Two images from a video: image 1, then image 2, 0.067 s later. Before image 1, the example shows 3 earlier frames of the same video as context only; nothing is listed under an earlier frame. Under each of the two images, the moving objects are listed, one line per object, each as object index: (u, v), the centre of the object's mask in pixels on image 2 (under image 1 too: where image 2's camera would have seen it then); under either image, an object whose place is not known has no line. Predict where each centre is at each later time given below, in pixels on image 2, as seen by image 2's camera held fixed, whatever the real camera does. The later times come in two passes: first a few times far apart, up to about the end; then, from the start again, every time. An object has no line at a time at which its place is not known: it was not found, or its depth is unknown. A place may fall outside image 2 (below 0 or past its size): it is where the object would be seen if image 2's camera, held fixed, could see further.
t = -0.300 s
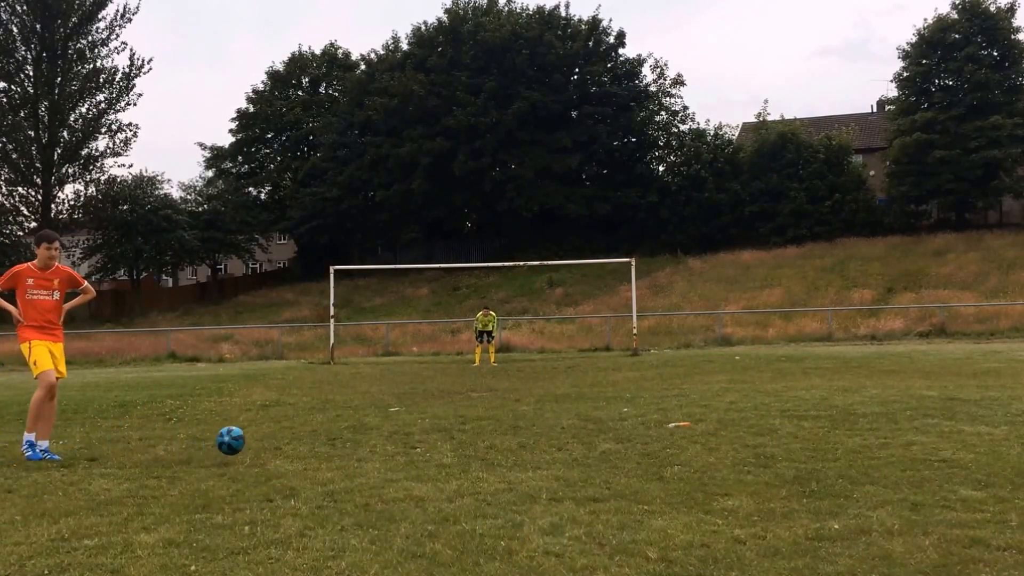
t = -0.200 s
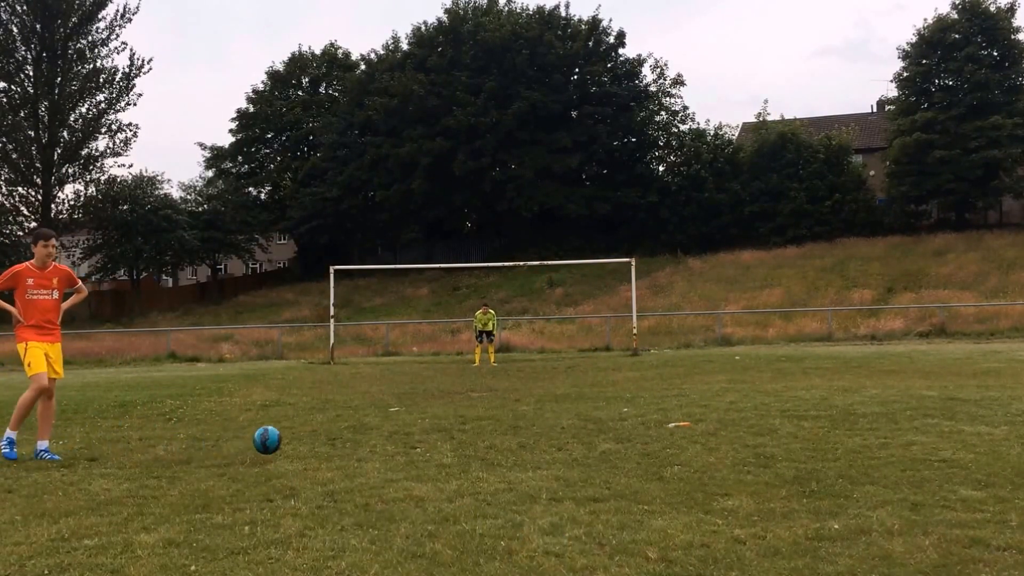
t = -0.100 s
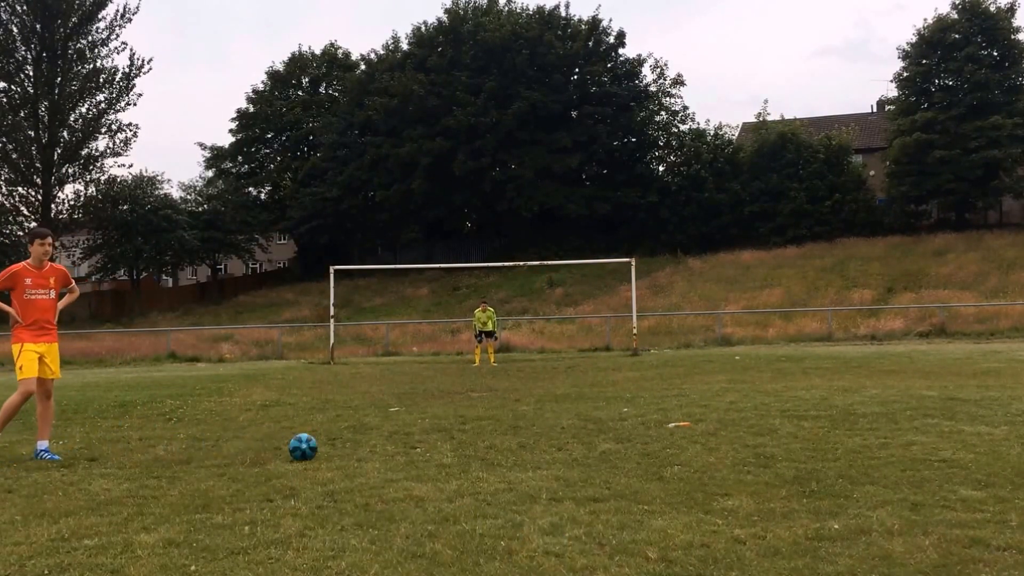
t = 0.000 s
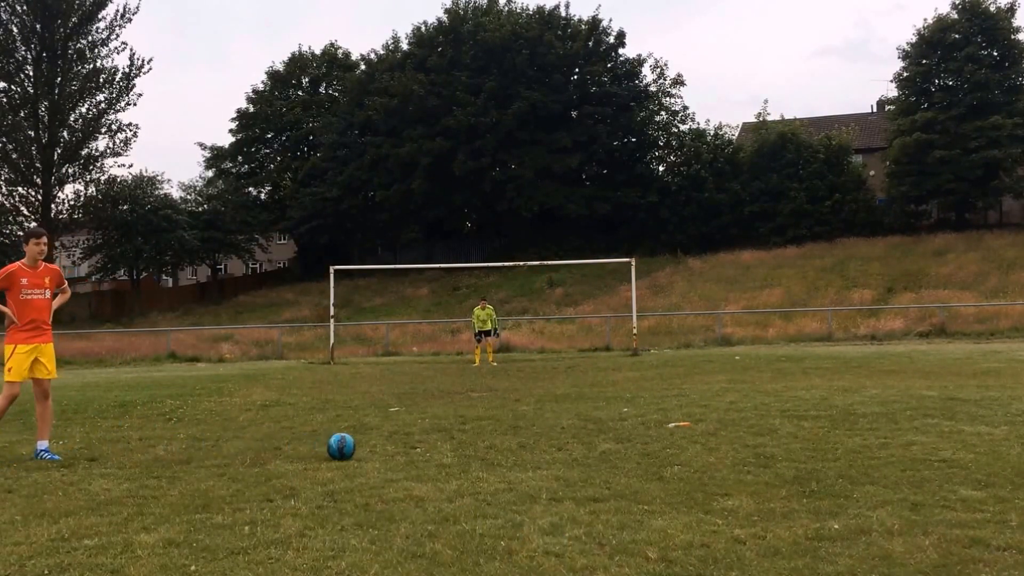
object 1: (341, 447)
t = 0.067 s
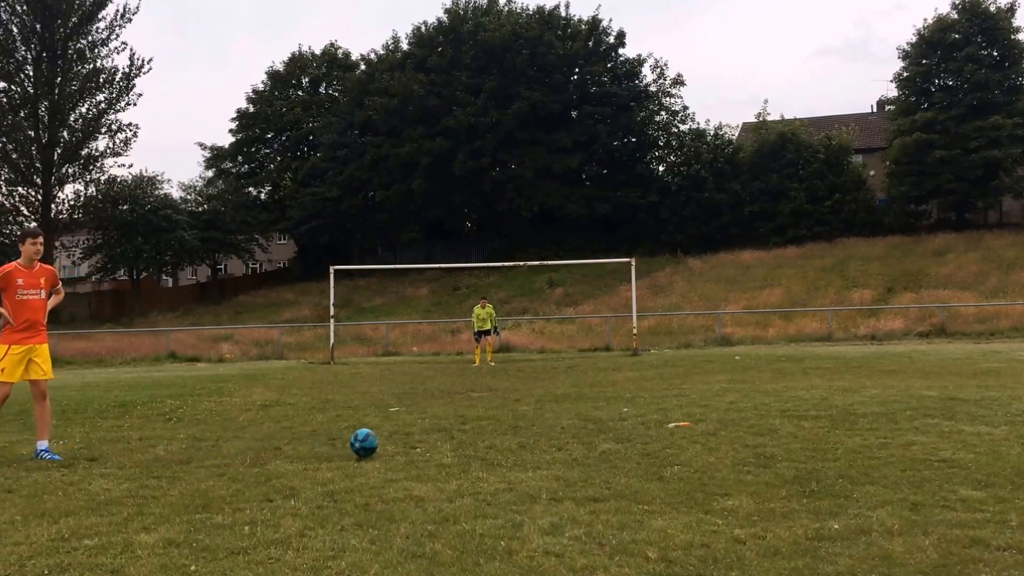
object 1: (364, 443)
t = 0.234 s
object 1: (421, 438)
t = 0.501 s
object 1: (504, 438)
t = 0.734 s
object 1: (571, 435)
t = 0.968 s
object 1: (631, 433)
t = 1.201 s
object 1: (682, 428)
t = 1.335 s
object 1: (709, 431)
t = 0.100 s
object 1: (375, 442)
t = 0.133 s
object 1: (387, 442)
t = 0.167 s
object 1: (399, 444)
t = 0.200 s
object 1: (410, 441)
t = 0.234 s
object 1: (421, 438)
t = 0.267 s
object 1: (431, 437)
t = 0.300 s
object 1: (442, 436)
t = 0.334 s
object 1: (453, 437)
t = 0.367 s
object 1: (463, 439)
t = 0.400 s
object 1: (474, 441)
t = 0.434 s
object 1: (484, 440)
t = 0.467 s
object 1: (494, 439)
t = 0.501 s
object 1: (504, 438)
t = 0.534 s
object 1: (513, 438)
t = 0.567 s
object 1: (523, 438)
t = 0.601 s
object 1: (533, 437)
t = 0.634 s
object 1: (543, 436)
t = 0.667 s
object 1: (553, 436)
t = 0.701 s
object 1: (562, 437)
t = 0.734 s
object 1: (571, 435)
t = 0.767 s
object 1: (580, 434)
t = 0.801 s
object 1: (589, 434)
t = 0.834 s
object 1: (597, 435)
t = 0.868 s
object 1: (606, 434)
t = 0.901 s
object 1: (615, 433)
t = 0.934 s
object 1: (623, 433)
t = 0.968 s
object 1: (631, 433)
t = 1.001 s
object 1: (639, 431)
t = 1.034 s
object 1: (647, 430)
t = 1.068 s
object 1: (654, 430)
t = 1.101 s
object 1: (661, 431)
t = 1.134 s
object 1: (668, 432)
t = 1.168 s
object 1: (675, 429)
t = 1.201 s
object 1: (682, 428)
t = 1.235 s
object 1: (688, 428)
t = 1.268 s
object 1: (696, 428)
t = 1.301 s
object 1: (703, 430)
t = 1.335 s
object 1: (709, 431)
